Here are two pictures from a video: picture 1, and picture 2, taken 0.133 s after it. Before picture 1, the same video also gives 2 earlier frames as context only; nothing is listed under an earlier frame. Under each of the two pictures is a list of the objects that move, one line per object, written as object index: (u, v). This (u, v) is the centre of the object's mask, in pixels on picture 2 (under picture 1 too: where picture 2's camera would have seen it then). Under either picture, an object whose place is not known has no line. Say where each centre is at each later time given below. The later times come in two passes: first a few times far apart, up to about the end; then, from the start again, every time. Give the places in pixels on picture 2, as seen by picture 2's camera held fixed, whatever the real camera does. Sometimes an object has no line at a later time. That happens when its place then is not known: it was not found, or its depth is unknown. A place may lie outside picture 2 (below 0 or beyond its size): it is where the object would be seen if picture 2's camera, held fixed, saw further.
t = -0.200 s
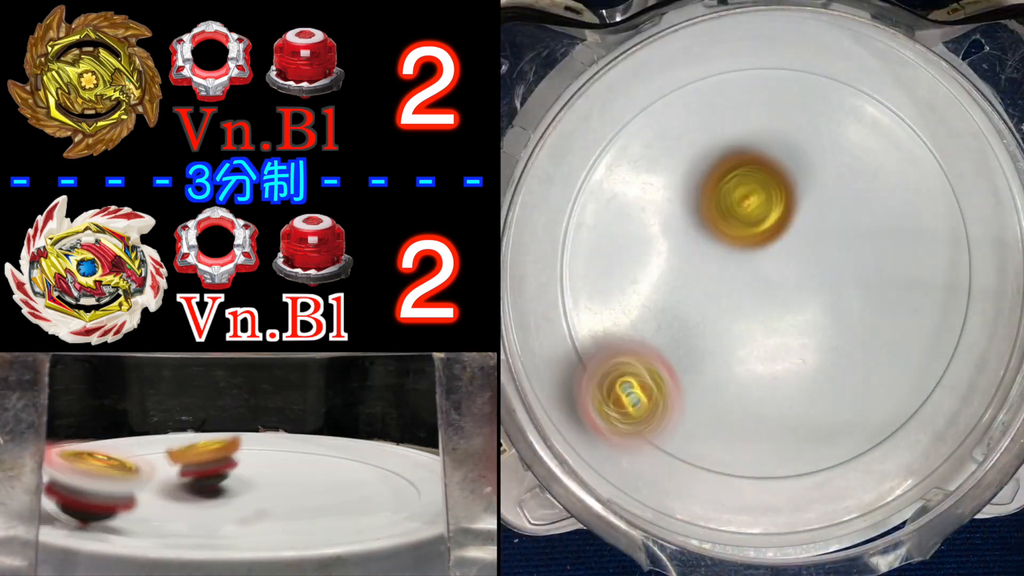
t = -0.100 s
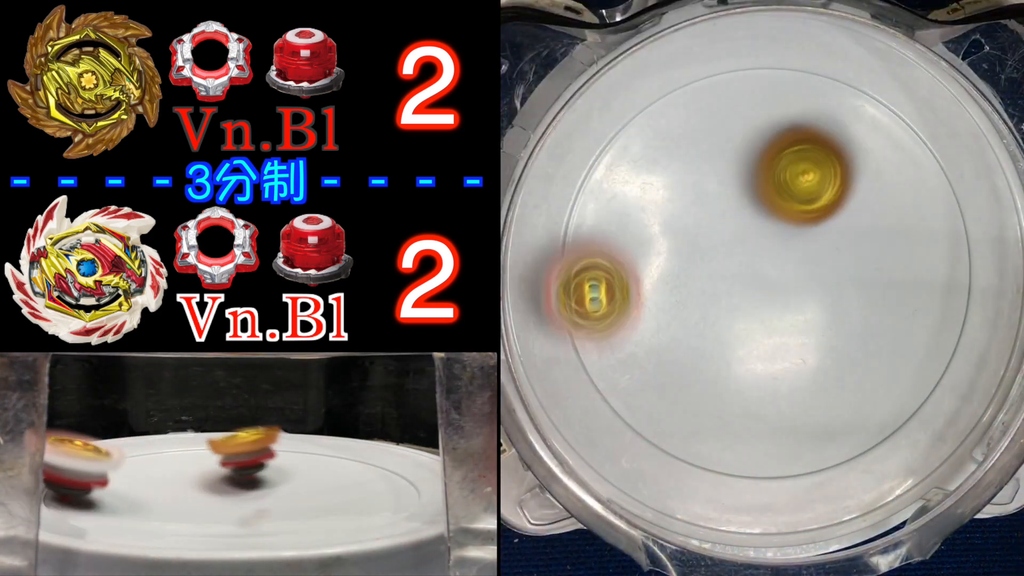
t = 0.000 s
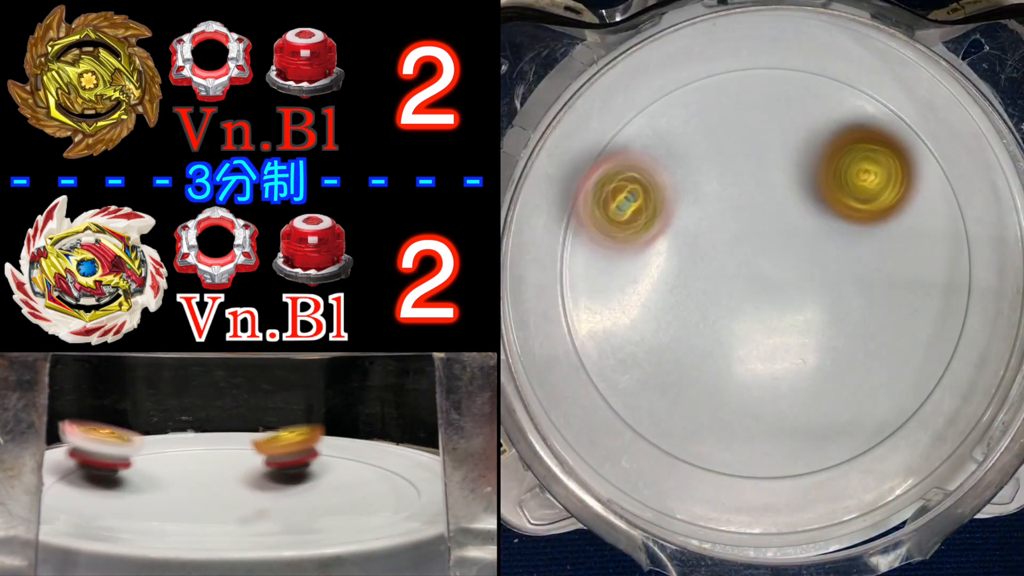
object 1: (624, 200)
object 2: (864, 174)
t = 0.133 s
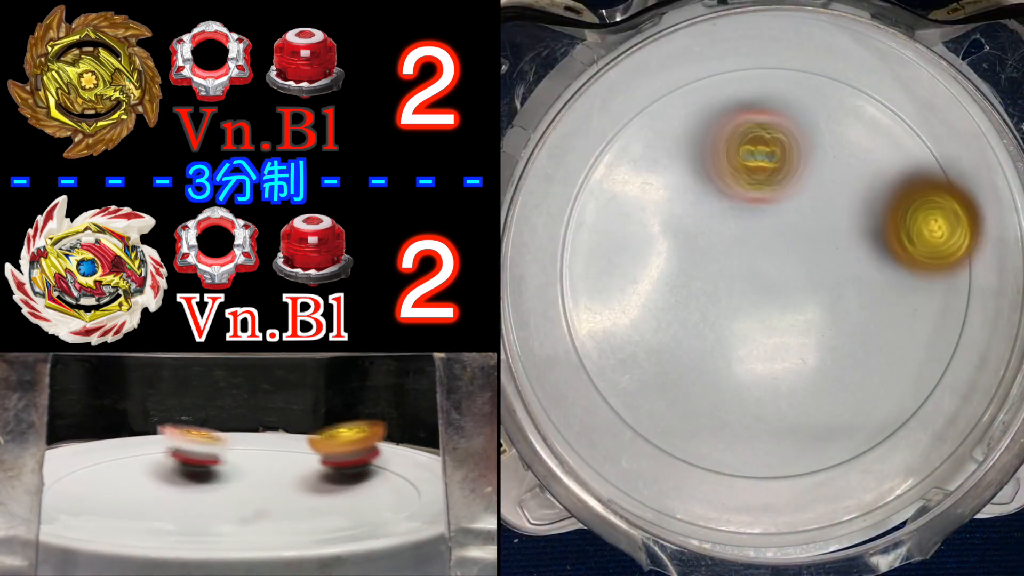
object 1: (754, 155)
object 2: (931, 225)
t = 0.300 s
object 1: (929, 253)
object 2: (904, 365)
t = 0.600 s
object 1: (755, 469)
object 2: (566, 303)
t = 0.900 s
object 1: (633, 246)
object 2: (811, 83)
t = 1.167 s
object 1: (853, 108)
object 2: (952, 338)
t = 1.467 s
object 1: (922, 320)
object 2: (626, 434)
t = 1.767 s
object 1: (696, 357)
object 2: (710, 90)
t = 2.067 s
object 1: (668, 152)
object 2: (943, 241)
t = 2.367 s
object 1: (846, 179)
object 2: (696, 457)
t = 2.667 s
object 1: (797, 370)
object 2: (614, 167)
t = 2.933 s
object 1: (651, 355)
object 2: (873, 161)
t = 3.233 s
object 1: (714, 222)
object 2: (865, 422)
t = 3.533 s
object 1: (860, 275)
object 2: (630, 340)
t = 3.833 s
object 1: (827, 360)
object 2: (781, 107)
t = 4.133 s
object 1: (742, 287)
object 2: (943, 234)
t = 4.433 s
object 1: (774, 204)
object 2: (754, 374)
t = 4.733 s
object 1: (811, 217)
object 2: (620, 210)
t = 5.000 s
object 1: (781, 260)
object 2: (767, 137)
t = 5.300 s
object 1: (724, 283)
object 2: (851, 317)
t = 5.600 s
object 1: (722, 279)
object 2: (706, 405)
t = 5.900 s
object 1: (783, 256)
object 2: (658, 295)
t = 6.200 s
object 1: (868, 266)
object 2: (761, 250)
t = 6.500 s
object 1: (891, 281)
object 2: (732, 305)
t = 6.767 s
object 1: (815, 258)
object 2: (715, 300)
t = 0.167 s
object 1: (793, 161)
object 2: (940, 248)
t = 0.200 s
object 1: (832, 174)
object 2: (944, 276)
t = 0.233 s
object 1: (868, 194)
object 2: (939, 307)
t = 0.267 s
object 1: (902, 221)
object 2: (927, 337)
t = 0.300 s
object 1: (929, 253)
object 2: (904, 365)
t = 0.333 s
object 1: (951, 287)
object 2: (872, 388)
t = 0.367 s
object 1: (965, 326)
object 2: (836, 406)
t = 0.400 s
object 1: (956, 363)
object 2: (797, 415)
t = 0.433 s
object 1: (928, 391)
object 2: (748, 415)
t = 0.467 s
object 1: (898, 416)
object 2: (704, 408)
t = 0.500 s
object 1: (862, 436)
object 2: (663, 393)
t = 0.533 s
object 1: (829, 453)
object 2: (625, 371)
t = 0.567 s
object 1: (790, 466)
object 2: (592, 341)
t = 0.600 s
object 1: (755, 469)
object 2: (566, 303)
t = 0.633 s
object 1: (721, 465)
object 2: (552, 264)
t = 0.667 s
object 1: (692, 452)
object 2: (561, 226)
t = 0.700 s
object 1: (667, 432)
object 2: (583, 186)
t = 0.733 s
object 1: (646, 408)
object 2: (610, 150)
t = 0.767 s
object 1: (631, 380)
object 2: (643, 116)
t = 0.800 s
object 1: (621, 350)
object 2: (680, 91)
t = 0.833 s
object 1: (619, 317)
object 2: (722, 81)
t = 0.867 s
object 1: (623, 279)
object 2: (767, 79)
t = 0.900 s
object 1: (633, 246)
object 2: (811, 83)
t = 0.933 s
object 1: (650, 215)
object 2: (852, 99)
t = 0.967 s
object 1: (673, 185)
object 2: (889, 123)
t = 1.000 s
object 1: (698, 159)
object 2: (919, 151)
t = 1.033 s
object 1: (727, 138)
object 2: (941, 187)
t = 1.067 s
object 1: (758, 123)
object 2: (955, 223)
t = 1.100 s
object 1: (788, 113)
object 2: (961, 261)
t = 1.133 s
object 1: (821, 108)
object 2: (960, 299)
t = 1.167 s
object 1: (853, 108)
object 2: (952, 338)
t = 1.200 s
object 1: (884, 114)
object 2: (936, 373)
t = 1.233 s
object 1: (912, 126)
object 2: (912, 406)
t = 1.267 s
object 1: (930, 146)
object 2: (881, 431)
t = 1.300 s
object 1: (939, 172)
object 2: (845, 451)
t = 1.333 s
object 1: (944, 203)
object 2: (805, 463)
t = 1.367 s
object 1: (946, 233)
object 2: (758, 468)
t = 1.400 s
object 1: (942, 264)
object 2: (711, 464)
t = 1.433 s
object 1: (934, 293)
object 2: (667, 454)
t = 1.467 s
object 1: (922, 320)
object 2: (626, 434)
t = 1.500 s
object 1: (904, 344)
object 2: (599, 397)
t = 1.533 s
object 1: (882, 365)
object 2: (576, 348)
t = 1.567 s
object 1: (858, 379)
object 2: (566, 298)
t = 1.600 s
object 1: (832, 388)
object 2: (569, 251)
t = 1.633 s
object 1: (804, 391)
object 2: (586, 205)
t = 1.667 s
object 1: (775, 391)
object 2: (608, 163)
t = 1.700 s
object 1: (748, 385)
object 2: (638, 131)
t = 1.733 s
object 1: (720, 373)
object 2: (673, 107)
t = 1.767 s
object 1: (696, 357)
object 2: (710, 90)
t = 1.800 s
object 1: (674, 337)
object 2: (746, 81)
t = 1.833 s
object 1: (658, 315)
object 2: (782, 78)
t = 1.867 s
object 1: (646, 292)
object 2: (818, 83)
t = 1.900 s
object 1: (637, 265)
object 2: (850, 95)
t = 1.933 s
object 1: (634, 237)
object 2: (881, 114)
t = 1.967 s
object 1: (635, 214)
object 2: (905, 138)
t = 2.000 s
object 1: (641, 190)
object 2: (924, 168)
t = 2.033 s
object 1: (652, 170)
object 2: (937, 202)
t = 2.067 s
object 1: (668, 152)
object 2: (943, 241)
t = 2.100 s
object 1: (686, 138)
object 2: (943, 280)
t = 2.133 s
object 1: (707, 128)
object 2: (935, 322)
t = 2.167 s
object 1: (730, 121)
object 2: (920, 362)
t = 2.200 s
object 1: (752, 119)
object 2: (897, 404)
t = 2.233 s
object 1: (775, 122)
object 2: (867, 439)
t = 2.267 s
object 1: (797, 130)
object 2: (833, 472)
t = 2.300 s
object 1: (816, 143)
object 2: (789, 480)
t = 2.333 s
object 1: (833, 159)
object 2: (742, 471)
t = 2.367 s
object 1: (846, 179)
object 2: (696, 457)
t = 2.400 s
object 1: (855, 201)
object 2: (655, 440)
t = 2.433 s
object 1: (860, 224)
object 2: (621, 408)
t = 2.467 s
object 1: (861, 247)
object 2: (600, 372)
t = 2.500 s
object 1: (859, 271)
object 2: (583, 332)
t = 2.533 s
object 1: (853, 295)
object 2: (574, 293)
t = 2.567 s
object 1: (843, 317)
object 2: (574, 257)
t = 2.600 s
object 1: (830, 338)
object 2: (581, 224)
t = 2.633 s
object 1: (815, 355)
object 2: (595, 193)
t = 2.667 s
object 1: (797, 370)
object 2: (614, 167)
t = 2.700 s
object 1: (777, 382)
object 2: (639, 146)
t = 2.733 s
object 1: (757, 390)
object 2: (669, 130)
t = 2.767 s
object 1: (736, 394)
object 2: (701, 120)
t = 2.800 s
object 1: (715, 393)
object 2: (735, 116)
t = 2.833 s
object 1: (696, 389)
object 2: (771, 119)
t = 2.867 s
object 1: (678, 381)
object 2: (806, 127)
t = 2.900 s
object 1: (663, 369)
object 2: (841, 141)
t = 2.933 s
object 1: (651, 355)
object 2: (873, 161)
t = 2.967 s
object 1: (643, 339)
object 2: (904, 187)
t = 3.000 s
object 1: (640, 322)
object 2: (928, 216)
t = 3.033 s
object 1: (640, 303)
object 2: (947, 249)
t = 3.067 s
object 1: (645, 285)
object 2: (961, 285)
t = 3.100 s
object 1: (654, 267)
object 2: (968, 322)
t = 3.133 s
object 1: (665, 251)
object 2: (956, 354)
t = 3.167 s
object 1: (680, 238)
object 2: (929, 379)
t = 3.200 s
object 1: (696, 229)
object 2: (899, 402)
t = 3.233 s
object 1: (714, 222)
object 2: (865, 422)
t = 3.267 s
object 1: (733, 218)
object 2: (832, 438)
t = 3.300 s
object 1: (752, 217)
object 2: (797, 447)
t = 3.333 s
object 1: (771, 219)
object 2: (765, 450)
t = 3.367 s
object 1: (789, 224)
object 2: (732, 446)
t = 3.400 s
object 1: (807, 230)
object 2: (701, 436)
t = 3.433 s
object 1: (824, 240)
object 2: (676, 420)
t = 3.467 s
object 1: (837, 250)
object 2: (655, 397)
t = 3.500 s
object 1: (850, 262)
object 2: (639, 370)
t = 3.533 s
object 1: (860, 275)
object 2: (630, 340)
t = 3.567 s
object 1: (867, 290)
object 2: (625, 307)
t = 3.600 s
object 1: (871, 304)
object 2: (629, 273)
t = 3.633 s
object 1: (872, 317)
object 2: (638, 239)
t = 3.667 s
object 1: (870, 329)
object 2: (653, 207)
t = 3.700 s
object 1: (865, 340)
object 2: (673, 178)
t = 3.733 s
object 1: (858, 348)
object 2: (696, 153)
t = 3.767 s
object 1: (849, 355)
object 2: (721, 133)
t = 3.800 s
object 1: (839, 359)
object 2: (750, 118)
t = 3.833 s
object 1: (827, 360)
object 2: (781, 107)
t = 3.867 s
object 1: (814, 360)
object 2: (810, 102)
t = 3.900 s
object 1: (801, 356)
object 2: (842, 103)
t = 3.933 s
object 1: (789, 351)
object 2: (870, 107)
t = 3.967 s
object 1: (777, 344)
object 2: (898, 118)
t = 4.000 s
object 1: (767, 335)
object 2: (917, 135)
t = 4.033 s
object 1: (758, 324)
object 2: (931, 157)
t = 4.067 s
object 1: (751, 312)
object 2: (939, 181)
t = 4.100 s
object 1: (746, 299)
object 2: (943, 207)
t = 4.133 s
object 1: (742, 287)
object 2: (943, 234)
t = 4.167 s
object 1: (741, 275)
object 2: (938, 262)
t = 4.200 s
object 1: (741, 263)
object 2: (928, 289)
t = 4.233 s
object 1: (742, 251)
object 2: (914, 313)
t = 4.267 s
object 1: (746, 240)
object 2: (894, 335)
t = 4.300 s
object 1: (749, 230)
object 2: (870, 352)
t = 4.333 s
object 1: (754, 222)
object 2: (845, 365)
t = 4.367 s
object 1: (760, 214)
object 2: (815, 373)
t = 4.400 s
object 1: (767, 208)
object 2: (785, 377)
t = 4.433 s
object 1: (774, 204)
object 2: (754, 374)
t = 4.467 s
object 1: (781, 202)
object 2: (726, 368)
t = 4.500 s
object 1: (788, 201)
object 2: (699, 356)
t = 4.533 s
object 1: (794, 201)
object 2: (674, 342)
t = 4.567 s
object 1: (799, 201)
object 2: (654, 324)
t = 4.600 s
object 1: (804, 203)
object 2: (637, 303)
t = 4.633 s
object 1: (807, 206)
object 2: (624, 280)
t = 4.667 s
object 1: (810, 209)
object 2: (618, 258)
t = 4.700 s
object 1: (811, 213)
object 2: (617, 234)
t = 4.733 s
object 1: (811, 217)
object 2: (620, 210)
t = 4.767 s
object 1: (810, 222)
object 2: (629, 188)
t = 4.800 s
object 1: (808, 227)
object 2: (642, 171)
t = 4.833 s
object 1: (805, 233)
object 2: (659, 155)
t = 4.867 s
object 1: (802, 238)
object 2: (677, 143)
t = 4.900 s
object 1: (798, 244)
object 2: (698, 135)
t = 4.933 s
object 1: (793, 249)
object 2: (721, 132)
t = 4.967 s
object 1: (787, 255)
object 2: (744, 132)
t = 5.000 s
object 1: (781, 260)
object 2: (767, 137)
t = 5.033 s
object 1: (775, 265)
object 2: (789, 147)
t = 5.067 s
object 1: (768, 269)
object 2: (808, 160)
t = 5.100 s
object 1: (762, 273)
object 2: (826, 178)
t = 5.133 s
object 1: (754, 276)
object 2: (839, 197)
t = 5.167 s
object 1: (747, 278)
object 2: (849, 218)
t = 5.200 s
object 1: (740, 280)
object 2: (855, 243)
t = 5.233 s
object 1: (734, 282)
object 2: (857, 267)
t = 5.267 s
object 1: (728, 282)
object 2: (856, 292)
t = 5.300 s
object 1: (724, 283)
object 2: (851, 317)
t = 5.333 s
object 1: (720, 283)
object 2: (842, 339)
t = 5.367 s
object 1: (718, 283)
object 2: (831, 360)
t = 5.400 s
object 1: (716, 282)
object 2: (817, 377)
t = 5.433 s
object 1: (716, 281)
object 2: (801, 392)
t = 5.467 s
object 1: (716, 281)
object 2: (783, 403)
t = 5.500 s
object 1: (717, 280)
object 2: (763, 409)
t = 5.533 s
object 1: (718, 279)
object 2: (744, 412)
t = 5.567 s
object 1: (720, 279)
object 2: (725, 410)
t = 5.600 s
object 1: (722, 279)
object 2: (706, 405)
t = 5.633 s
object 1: (725, 279)
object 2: (692, 396)
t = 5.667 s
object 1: (728, 279)
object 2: (679, 384)
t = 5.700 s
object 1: (732, 279)
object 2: (669, 369)
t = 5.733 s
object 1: (737, 279)
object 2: (662, 354)
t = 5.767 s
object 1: (747, 272)
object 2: (654, 344)
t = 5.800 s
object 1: (756, 266)
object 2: (649, 334)
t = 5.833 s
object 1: (766, 261)
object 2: (648, 322)
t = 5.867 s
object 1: (774, 258)
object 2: (651, 309)
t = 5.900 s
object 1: (783, 256)
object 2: (658, 295)
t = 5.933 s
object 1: (791, 255)
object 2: (668, 281)
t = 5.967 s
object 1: (798, 255)
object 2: (680, 269)
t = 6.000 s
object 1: (805, 256)
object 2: (694, 258)
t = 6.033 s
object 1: (815, 256)
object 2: (707, 250)
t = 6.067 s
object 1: (830, 257)
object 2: (713, 246)
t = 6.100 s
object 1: (843, 259)
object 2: (723, 243)
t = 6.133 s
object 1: (854, 261)
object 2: (734, 243)
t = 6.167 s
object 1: (862, 263)
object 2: (747, 246)
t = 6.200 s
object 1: (868, 266)
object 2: (761, 250)
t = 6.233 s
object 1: (877, 269)
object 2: (766, 257)
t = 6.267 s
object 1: (888, 272)
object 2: (764, 264)
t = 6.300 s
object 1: (896, 274)
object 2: (760, 271)
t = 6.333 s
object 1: (901, 277)
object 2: (756, 277)
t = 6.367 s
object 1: (903, 279)
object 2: (751, 285)
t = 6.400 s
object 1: (903, 280)
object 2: (746, 292)
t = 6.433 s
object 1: (901, 281)
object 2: (741, 298)
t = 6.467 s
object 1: (897, 281)
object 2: (736, 302)
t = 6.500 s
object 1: (891, 281)
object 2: (732, 305)
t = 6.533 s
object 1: (885, 280)
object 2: (728, 307)
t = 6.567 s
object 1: (877, 278)
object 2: (724, 308)
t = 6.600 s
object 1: (867, 277)
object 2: (721, 307)
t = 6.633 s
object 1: (856, 275)
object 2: (719, 305)
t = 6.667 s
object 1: (845, 272)
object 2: (719, 303)
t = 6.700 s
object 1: (832, 269)
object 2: (719, 300)
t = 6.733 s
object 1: (820, 266)
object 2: (721, 298)
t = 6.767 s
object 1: (815, 258)
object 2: (715, 300)
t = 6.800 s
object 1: (809, 251)
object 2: (706, 302)
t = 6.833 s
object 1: (803, 244)
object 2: (699, 302)
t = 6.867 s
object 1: (796, 239)
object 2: (693, 302)
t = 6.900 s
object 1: (789, 235)
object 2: (689, 300)
